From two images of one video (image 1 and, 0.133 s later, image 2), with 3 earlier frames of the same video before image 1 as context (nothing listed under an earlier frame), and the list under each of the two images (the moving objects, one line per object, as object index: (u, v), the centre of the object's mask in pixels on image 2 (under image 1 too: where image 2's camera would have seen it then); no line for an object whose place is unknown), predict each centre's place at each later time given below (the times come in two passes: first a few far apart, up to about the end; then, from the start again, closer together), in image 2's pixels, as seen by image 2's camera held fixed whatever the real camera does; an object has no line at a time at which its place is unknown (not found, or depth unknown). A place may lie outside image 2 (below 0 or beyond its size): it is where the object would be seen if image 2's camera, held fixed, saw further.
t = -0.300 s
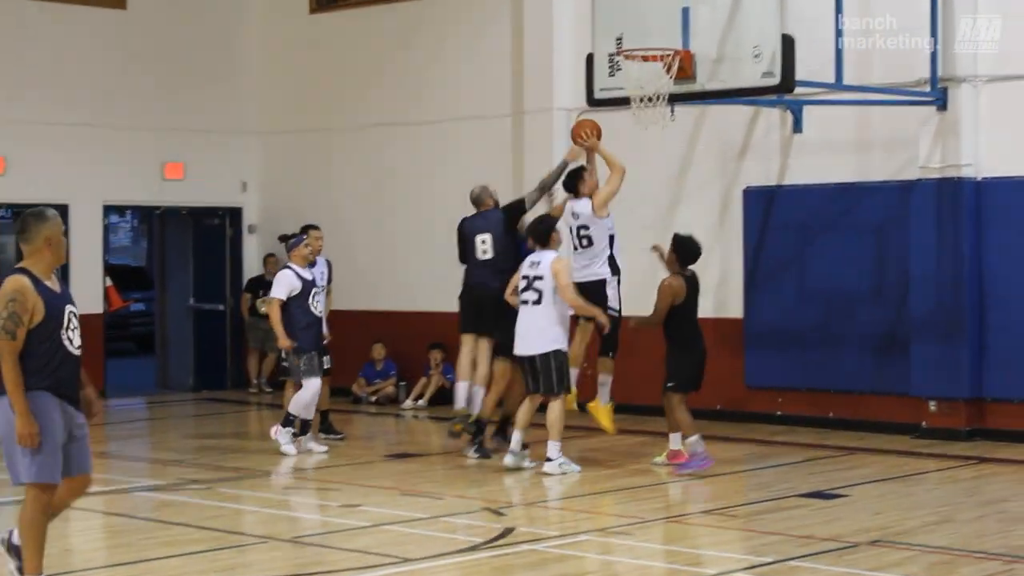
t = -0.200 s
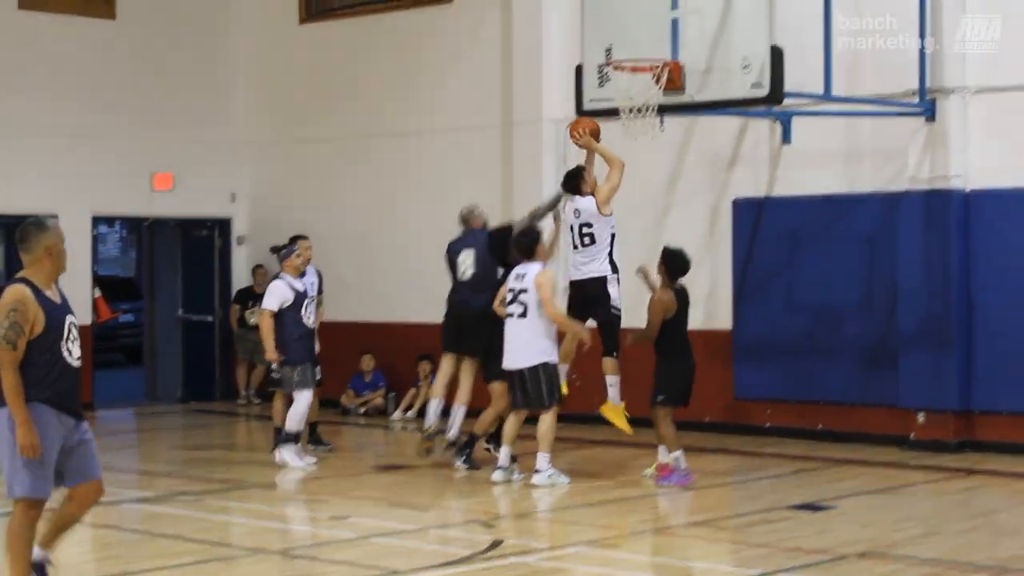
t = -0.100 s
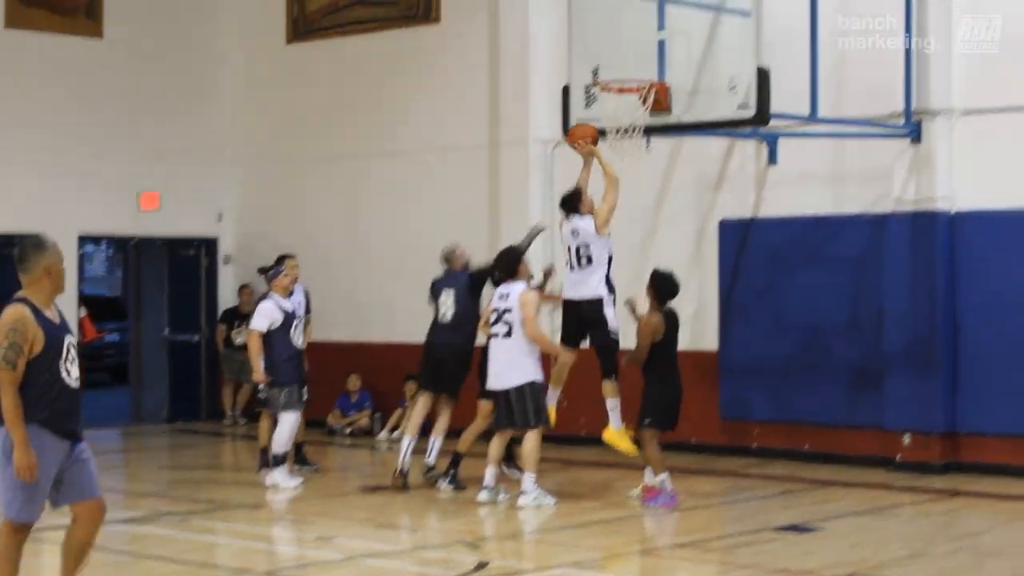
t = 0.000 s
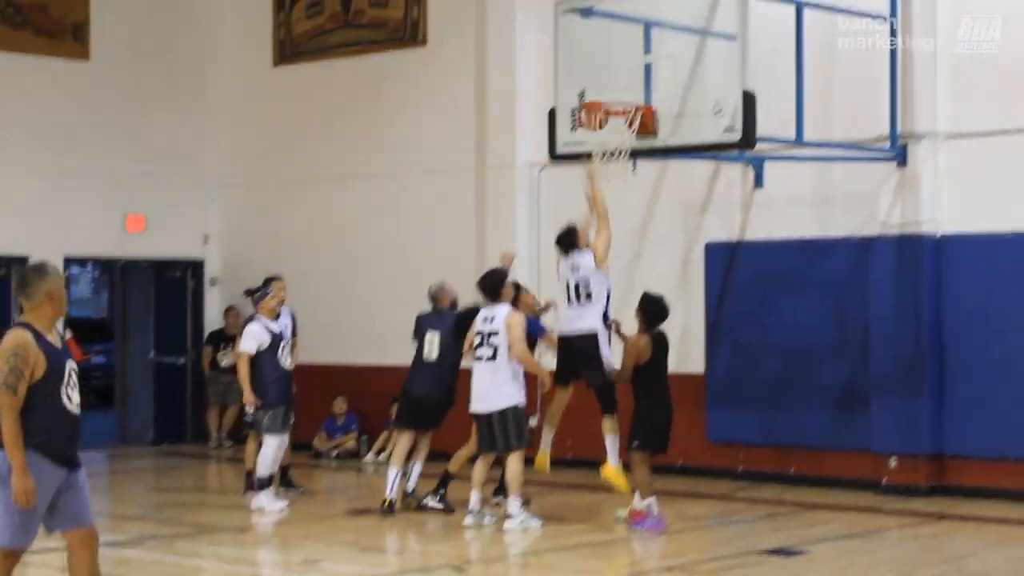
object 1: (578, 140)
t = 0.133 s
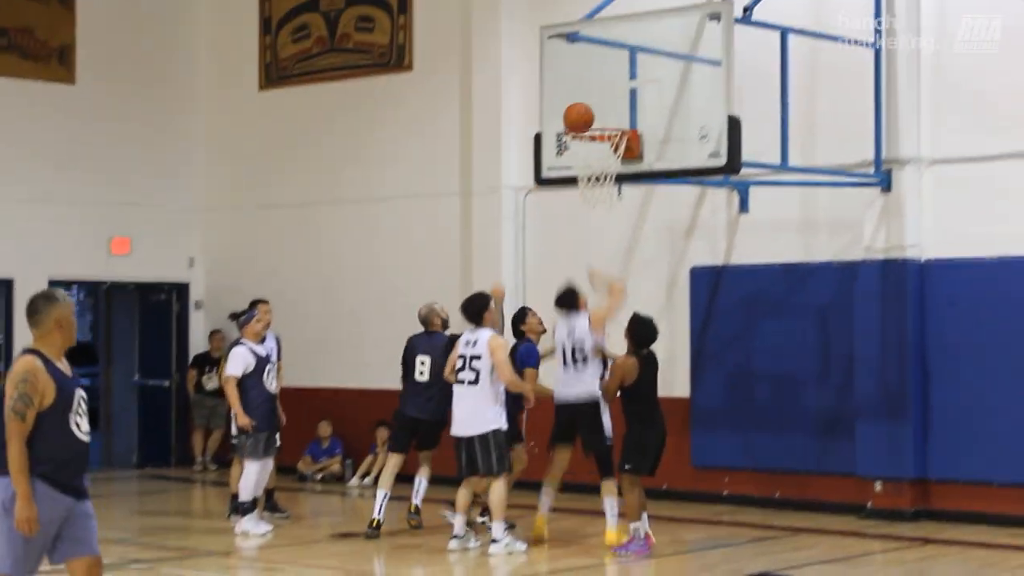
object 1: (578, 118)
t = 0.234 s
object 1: (575, 116)
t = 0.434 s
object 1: (585, 129)
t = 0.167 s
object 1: (578, 116)
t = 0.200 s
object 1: (576, 114)
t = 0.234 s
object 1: (575, 116)
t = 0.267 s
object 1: (575, 118)
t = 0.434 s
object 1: (585, 129)
